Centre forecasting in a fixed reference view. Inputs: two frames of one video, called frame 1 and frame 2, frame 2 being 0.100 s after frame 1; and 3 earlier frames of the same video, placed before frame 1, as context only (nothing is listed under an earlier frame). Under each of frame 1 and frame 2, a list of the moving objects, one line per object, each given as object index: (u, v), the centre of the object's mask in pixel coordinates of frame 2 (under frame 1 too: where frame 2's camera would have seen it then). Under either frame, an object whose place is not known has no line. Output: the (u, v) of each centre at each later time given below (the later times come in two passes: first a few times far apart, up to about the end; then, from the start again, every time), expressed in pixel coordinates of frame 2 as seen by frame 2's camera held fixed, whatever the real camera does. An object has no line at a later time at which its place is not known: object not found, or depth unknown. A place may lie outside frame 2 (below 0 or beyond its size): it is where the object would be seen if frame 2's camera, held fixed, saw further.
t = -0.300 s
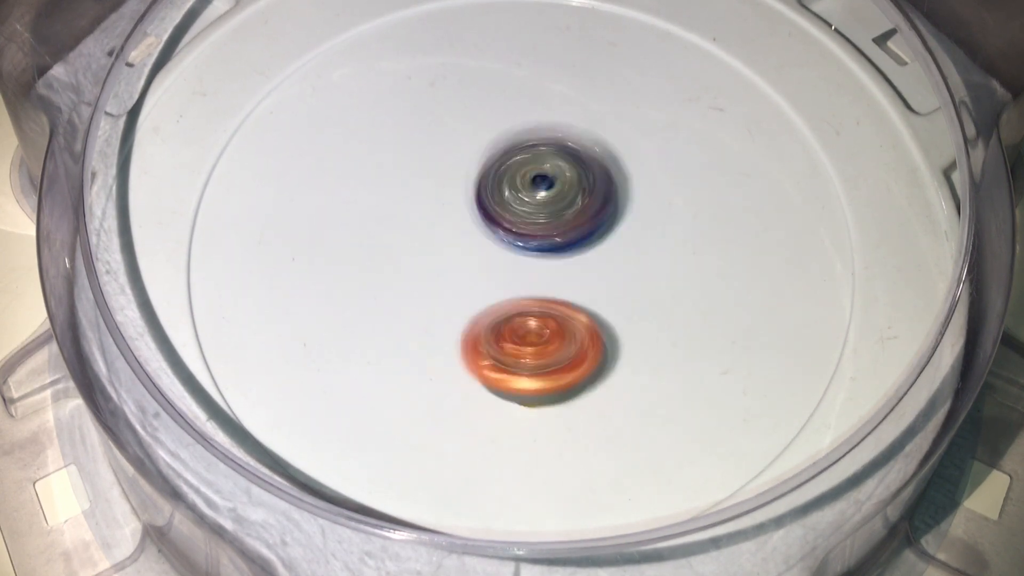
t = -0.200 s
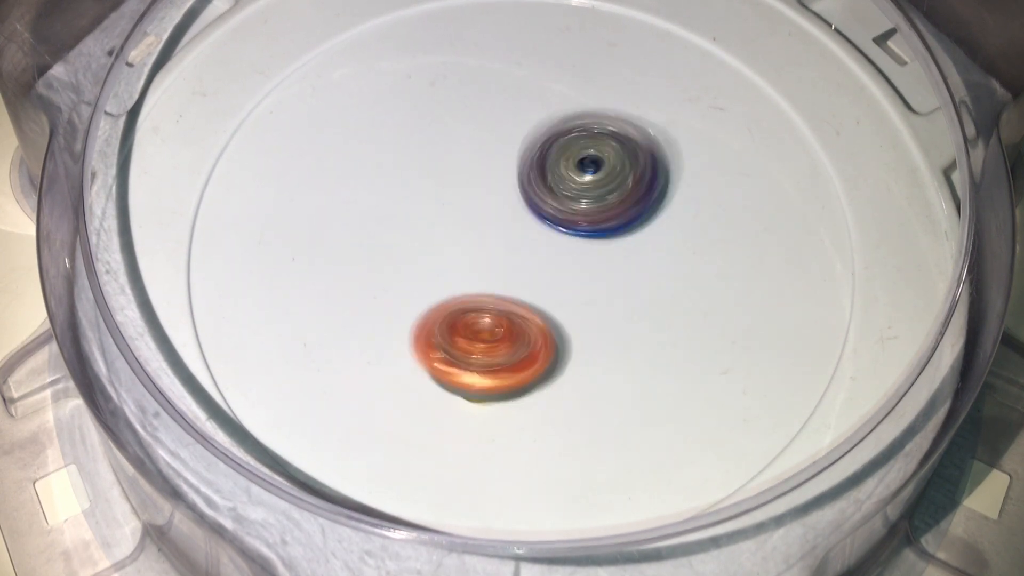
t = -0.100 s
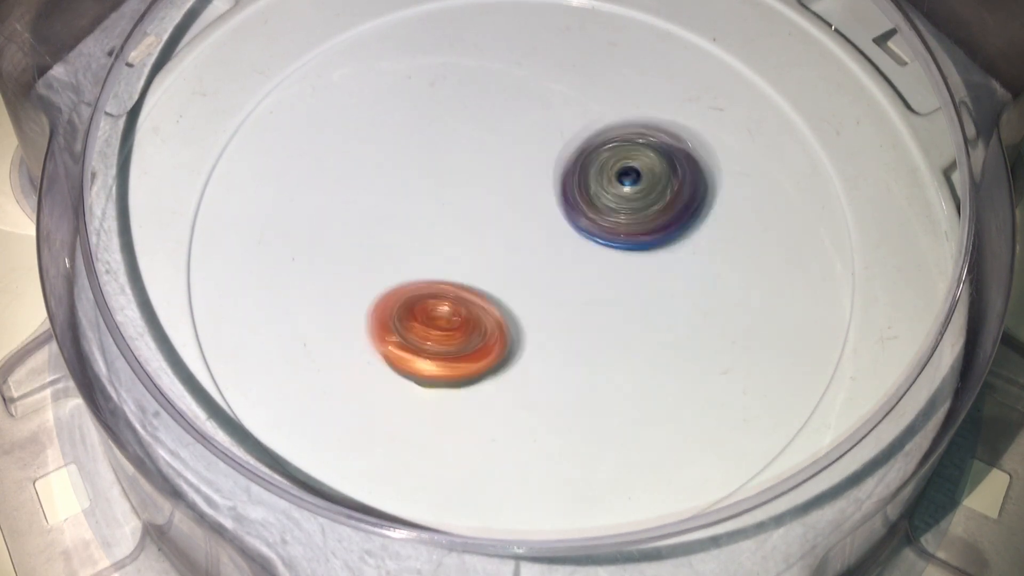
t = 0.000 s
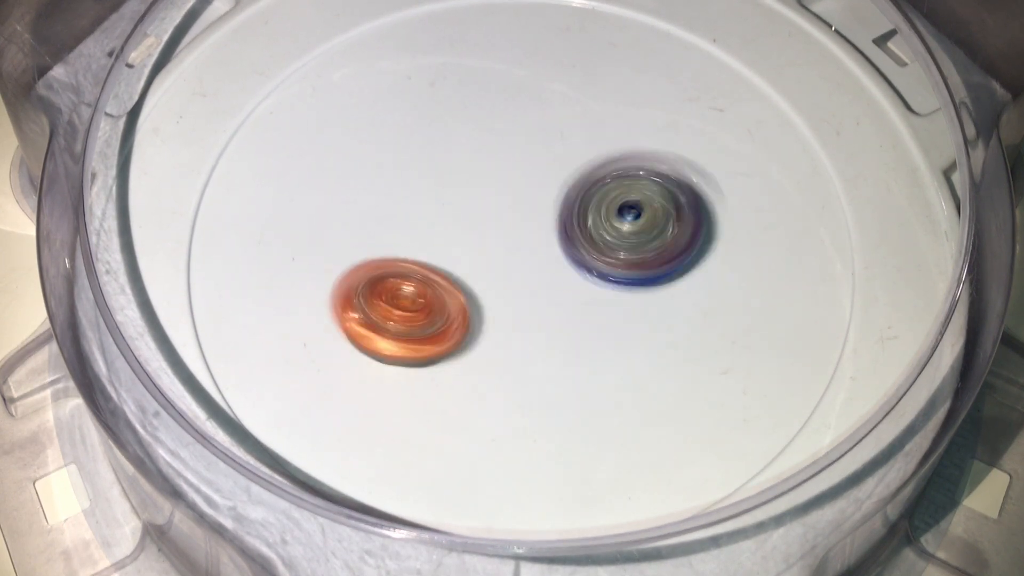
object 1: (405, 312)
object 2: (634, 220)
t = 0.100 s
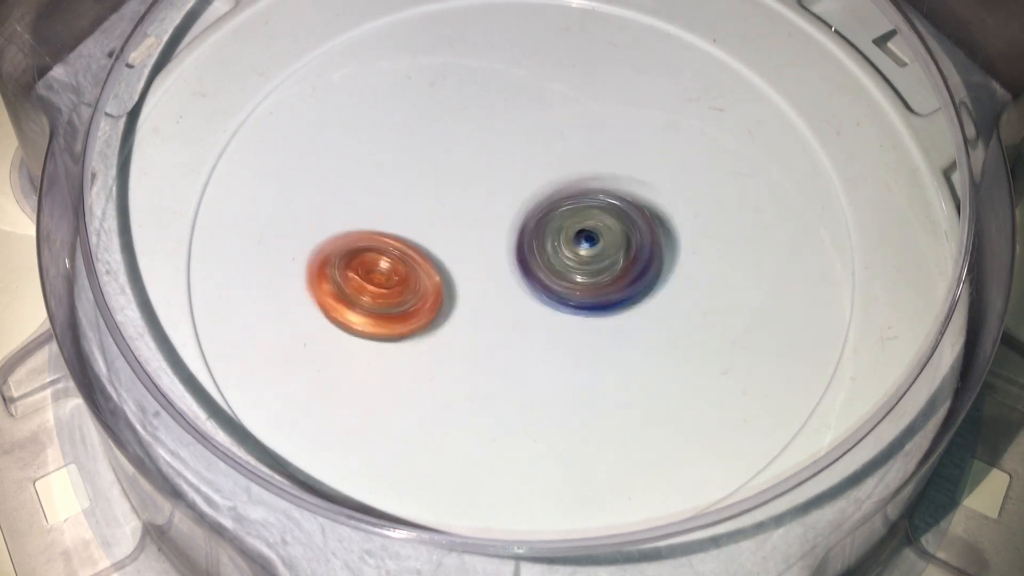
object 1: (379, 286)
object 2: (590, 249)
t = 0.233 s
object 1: (363, 247)
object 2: (514, 247)
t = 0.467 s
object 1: (339, 188)
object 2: (545, 215)
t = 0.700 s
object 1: (424, 154)
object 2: (571, 231)
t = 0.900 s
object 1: (526, 138)
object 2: (547, 255)
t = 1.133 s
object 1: (634, 150)
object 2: (483, 244)
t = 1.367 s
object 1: (684, 197)
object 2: (501, 200)
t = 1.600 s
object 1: (691, 267)
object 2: (520, 207)
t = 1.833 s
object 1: (620, 306)
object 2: (474, 190)
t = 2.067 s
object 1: (491, 316)
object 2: (495, 199)
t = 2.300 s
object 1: (382, 285)
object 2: (554, 209)
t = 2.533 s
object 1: (370, 225)
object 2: (528, 266)
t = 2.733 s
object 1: (403, 161)
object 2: (507, 279)
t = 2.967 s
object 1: (494, 125)
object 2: (517, 271)
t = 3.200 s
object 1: (595, 136)
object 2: (538, 239)
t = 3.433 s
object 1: (666, 196)
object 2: (528, 242)
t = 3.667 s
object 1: (653, 278)
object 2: (513, 229)
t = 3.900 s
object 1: (557, 339)
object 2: (505, 211)
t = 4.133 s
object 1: (441, 326)
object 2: (521, 212)
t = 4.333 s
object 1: (392, 269)
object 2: (530, 236)
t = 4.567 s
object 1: (410, 195)
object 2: (529, 258)
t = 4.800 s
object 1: (496, 145)
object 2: (520, 259)
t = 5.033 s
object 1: (593, 147)
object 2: (514, 247)
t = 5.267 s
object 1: (649, 199)
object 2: (508, 233)
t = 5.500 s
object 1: (625, 280)
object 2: (497, 219)
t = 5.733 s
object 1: (533, 333)
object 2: (488, 176)
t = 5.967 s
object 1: (431, 303)
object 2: (526, 204)
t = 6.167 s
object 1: (401, 240)
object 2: (554, 255)
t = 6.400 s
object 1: (450, 171)
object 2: (534, 289)
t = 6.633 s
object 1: (551, 147)
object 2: (495, 255)
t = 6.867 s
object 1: (630, 197)
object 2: (470, 244)
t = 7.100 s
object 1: (622, 282)
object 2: (498, 224)
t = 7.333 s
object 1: (531, 329)
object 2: (535, 201)
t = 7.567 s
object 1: (439, 285)
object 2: (553, 217)
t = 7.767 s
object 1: (423, 211)
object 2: (568, 239)
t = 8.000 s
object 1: (495, 153)
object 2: (554, 259)
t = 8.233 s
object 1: (590, 164)
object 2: (499, 260)
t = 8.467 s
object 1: (625, 234)
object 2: (477, 236)
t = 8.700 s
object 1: (566, 307)
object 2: (486, 203)
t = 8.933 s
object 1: (465, 300)
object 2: (513, 182)
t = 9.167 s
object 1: (426, 232)
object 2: (563, 204)
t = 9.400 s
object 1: (483, 173)
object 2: (586, 257)
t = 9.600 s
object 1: (562, 172)
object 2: (535, 282)
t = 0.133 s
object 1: (371, 276)
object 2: (571, 250)
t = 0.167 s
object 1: (370, 267)
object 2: (551, 251)
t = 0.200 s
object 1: (367, 257)
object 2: (532, 250)
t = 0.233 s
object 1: (363, 247)
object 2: (514, 247)
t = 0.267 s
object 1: (359, 238)
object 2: (502, 240)
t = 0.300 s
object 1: (339, 227)
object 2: (508, 235)
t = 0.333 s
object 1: (327, 218)
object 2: (514, 228)
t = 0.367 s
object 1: (326, 209)
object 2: (522, 223)
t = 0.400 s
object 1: (325, 200)
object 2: (531, 219)
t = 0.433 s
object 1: (330, 195)
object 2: (537, 219)
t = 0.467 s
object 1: (339, 188)
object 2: (545, 215)
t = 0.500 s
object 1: (345, 181)
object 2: (553, 215)
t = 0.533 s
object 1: (354, 177)
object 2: (558, 218)
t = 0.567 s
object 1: (366, 171)
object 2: (563, 218)
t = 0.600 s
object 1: (380, 167)
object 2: (568, 222)
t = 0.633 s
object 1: (393, 162)
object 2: (570, 226)
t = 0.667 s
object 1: (408, 158)
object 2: (572, 227)
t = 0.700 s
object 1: (424, 154)
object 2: (571, 231)
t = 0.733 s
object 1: (438, 151)
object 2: (570, 235)
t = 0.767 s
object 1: (456, 148)
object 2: (568, 239)
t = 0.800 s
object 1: (474, 145)
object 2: (563, 242)
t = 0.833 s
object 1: (490, 143)
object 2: (558, 244)
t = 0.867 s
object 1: (507, 140)
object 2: (553, 250)
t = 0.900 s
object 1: (526, 138)
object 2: (547, 255)
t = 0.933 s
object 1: (542, 137)
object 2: (537, 258)
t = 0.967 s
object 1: (558, 139)
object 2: (528, 260)
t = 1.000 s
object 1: (576, 140)
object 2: (518, 261)
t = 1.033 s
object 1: (593, 142)
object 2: (506, 259)
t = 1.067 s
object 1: (608, 144)
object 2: (499, 256)
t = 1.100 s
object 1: (621, 147)
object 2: (491, 250)
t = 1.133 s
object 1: (634, 150)
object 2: (483, 244)
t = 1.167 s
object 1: (647, 155)
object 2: (482, 237)
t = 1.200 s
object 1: (656, 161)
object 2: (481, 228)
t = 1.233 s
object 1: (664, 167)
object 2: (480, 222)
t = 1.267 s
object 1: (671, 173)
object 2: (485, 215)
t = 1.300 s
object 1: (677, 181)
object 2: (489, 209)
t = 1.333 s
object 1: (680, 188)
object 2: (494, 204)
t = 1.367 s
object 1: (684, 197)
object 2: (501, 200)
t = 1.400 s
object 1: (684, 206)
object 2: (509, 199)
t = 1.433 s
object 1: (684, 214)
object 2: (516, 198)
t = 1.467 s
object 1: (681, 224)
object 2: (527, 199)
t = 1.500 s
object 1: (679, 233)
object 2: (534, 202)
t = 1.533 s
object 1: (680, 243)
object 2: (538, 205)
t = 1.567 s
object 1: (691, 255)
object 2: (529, 207)
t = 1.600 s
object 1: (691, 267)
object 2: (520, 207)
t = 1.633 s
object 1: (686, 275)
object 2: (510, 205)
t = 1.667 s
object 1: (680, 282)
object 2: (502, 204)
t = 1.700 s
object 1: (671, 288)
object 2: (493, 201)
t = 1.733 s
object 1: (661, 292)
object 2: (486, 200)
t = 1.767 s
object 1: (648, 297)
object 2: (481, 195)
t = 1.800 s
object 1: (633, 301)
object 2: (475, 195)
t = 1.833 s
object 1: (620, 306)
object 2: (474, 190)
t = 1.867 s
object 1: (604, 310)
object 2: (472, 190)
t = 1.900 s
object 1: (586, 314)
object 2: (474, 188)
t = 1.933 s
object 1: (568, 315)
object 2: (475, 188)
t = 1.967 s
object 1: (549, 316)
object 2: (481, 187)
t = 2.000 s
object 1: (530, 316)
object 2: (483, 189)
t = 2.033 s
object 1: (510, 316)
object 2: (489, 191)
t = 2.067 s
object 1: (491, 316)
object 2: (495, 199)
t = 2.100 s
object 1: (469, 320)
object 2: (503, 193)
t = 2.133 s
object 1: (450, 318)
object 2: (511, 193)
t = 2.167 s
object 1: (433, 314)
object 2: (521, 191)
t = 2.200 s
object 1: (417, 308)
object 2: (531, 194)
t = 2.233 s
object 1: (402, 301)
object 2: (540, 197)
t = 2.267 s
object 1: (391, 294)
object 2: (547, 205)
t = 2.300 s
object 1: (382, 285)
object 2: (554, 209)
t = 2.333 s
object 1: (375, 276)
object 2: (556, 220)
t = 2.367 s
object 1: (369, 267)
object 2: (558, 228)
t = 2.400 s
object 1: (365, 258)
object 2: (556, 240)
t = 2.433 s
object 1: (364, 249)
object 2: (553, 246)
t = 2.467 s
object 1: (365, 241)
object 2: (546, 256)
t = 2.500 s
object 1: (366, 233)
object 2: (538, 261)
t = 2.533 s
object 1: (370, 225)
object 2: (528, 266)
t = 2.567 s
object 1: (378, 217)
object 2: (521, 266)
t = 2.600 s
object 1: (383, 208)
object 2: (510, 269)
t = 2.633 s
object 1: (383, 195)
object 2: (504, 268)
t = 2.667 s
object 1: (386, 181)
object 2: (506, 274)
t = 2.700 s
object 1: (393, 170)
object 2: (507, 276)
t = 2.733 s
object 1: (403, 161)
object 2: (507, 279)
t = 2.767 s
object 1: (413, 153)
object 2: (508, 280)
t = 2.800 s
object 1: (424, 146)
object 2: (508, 279)
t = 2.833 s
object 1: (436, 140)
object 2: (509, 279)
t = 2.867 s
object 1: (450, 135)
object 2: (511, 277)
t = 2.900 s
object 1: (464, 130)
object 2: (513, 276)
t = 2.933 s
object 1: (479, 127)
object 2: (515, 271)
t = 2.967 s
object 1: (494, 125)
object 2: (517, 271)
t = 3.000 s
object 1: (509, 124)
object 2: (519, 265)
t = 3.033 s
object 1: (522, 123)
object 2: (522, 260)
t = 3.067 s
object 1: (537, 124)
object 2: (524, 257)
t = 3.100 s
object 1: (551, 126)
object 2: (529, 250)
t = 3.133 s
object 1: (565, 129)
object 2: (532, 245)
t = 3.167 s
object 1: (579, 132)
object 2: (537, 241)
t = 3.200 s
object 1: (595, 136)
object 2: (538, 239)
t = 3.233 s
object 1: (611, 140)
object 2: (538, 241)
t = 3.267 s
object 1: (623, 148)
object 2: (538, 240)
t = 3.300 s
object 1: (635, 155)
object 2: (537, 243)
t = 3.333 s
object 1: (646, 165)
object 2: (535, 241)
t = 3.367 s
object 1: (654, 175)
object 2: (533, 243)
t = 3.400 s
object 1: (661, 185)
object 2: (532, 241)
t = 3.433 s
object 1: (666, 196)
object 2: (528, 242)
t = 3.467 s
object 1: (669, 207)
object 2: (528, 240)
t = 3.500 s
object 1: (670, 218)
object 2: (527, 239)
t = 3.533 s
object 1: (670, 230)
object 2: (524, 240)
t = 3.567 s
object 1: (667, 242)
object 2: (524, 235)
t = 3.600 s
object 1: (664, 254)
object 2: (522, 235)
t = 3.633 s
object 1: (660, 266)
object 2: (516, 234)
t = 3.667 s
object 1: (653, 278)
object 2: (513, 229)
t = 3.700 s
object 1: (645, 289)
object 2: (511, 228)
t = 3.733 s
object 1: (635, 299)
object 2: (507, 223)
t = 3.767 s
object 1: (619, 310)
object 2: (506, 220)
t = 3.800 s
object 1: (607, 319)
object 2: (503, 219)
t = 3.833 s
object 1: (591, 328)
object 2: (504, 214)
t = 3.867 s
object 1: (574, 334)
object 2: (504, 213)
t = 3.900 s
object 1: (557, 339)
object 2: (505, 211)
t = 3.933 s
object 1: (539, 343)
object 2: (508, 208)
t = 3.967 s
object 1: (521, 344)
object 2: (508, 210)
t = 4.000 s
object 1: (504, 344)
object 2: (510, 207)
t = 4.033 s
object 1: (487, 342)
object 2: (515, 208)
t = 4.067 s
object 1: (470, 338)
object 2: (516, 210)
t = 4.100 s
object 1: (455, 333)
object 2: (520, 210)
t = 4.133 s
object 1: (441, 326)
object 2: (521, 212)
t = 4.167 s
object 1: (428, 319)
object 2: (525, 216)
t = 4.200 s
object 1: (417, 310)
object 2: (527, 217)
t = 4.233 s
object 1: (407, 300)
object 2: (528, 223)
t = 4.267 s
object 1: (400, 290)
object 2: (529, 226)
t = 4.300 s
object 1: (394, 280)
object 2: (531, 231)
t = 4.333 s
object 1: (392, 269)
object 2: (530, 236)
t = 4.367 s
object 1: (389, 258)
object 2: (529, 239)
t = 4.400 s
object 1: (388, 247)
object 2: (528, 243)
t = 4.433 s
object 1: (389, 236)
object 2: (529, 249)
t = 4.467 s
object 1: (389, 226)
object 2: (529, 250)
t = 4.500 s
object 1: (395, 215)
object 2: (530, 253)
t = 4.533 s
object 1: (402, 206)
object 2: (530, 258)
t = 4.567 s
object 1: (410, 195)
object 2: (529, 258)
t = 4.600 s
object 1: (419, 185)
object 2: (529, 260)
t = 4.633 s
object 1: (430, 176)
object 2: (528, 264)
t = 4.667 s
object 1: (441, 167)
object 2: (527, 261)
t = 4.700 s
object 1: (454, 160)
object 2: (525, 263)
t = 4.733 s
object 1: (467, 153)
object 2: (523, 262)
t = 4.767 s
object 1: (481, 147)
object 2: (520, 259)
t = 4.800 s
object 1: (496, 145)
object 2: (520, 259)
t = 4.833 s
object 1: (511, 141)
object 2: (518, 257)
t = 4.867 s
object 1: (526, 139)
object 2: (517, 255)
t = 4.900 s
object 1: (541, 138)
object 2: (515, 255)
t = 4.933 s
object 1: (554, 139)
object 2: (514, 253)
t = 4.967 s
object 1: (569, 141)
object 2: (514, 252)
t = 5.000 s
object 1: (582, 144)
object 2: (514, 249)
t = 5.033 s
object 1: (593, 147)
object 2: (514, 247)
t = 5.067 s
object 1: (605, 152)
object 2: (513, 245)
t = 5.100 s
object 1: (615, 159)
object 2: (515, 240)
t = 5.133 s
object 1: (624, 167)
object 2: (517, 239)
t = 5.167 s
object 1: (633, 174)
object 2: (516, 238)
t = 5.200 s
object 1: (640, 180)
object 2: (514, 234)
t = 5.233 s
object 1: (646, 189)
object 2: (513, 232)
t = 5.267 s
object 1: (649, 199)
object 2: (508, 233)
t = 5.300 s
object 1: (651, 209)
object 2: (505, 232)
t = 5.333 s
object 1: (651, 220)
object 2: (504, 229)
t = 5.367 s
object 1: (650, 231)
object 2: (502, 227)
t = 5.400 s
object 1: (646, 242)
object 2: (500, 226)
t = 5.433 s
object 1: (640, 254)
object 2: (499, 225)
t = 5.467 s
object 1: (631, 266)
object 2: (500, 221)
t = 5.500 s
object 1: (625, 280)
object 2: (497, 219)
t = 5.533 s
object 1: (619, 294)
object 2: (490, 213)
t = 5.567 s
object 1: (607, 304)
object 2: (485, 203)
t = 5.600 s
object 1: (597, 312)
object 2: (481, 197)
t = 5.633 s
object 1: (582, 320)
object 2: (479, 191)
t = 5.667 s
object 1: (566, 326)
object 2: (479, 184)
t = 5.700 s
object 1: (549, 331)
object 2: (485, 178)
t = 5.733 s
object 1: (533, 333)
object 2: (488, 176)
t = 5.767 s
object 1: (517, 334)
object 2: (493, 178)
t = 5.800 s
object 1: (500, 332)
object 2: (504, 176)
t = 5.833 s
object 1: (484, 330)
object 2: (505, 179)
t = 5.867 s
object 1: (468, 325)
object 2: (509, 184)
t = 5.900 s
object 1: (456, 319)
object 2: (517, 192)
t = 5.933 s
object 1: (444, 312)
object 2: (524, 196)
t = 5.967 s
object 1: (431, 303)
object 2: (526, 204)
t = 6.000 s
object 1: (424, 294)
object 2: (526, 214)
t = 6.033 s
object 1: (414, 284)
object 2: (529, 224)
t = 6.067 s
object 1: (406, 274)
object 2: (536, 230)
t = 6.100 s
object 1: (402, 263)
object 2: (543, 236)
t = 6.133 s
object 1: (400, 252)
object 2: (548, 246)
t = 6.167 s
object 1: (401, 240)
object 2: (554, 255)
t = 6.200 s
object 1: (403, 229)
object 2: (560, 261)
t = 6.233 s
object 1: (405, 217)
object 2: (558, 267)
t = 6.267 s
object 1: (413, 207)
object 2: (555, 276)
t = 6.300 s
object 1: (419, 197)
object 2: (550, 284)
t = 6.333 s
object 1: (428, 188)
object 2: (544, 286)
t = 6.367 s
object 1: (439, 180)
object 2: (538, 287)
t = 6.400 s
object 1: (450, 171)
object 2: (534, 289)
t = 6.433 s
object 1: (462, 165)
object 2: (527, 288)
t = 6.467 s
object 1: (475, 160)
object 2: (518, 283)
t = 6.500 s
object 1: (490, 156)
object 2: (514, 278)
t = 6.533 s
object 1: (503, 153)
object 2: (508, 274)
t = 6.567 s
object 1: (519, 151)
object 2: (506, 265)
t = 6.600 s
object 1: (535, 148)
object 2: (501, 257)
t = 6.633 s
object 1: (551, 147)
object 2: (495, 255)
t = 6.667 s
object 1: (567, 147)
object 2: (491, 255)
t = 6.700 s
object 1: (579, 151)
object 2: (484, 255)
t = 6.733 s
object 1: (595, 160)
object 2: (479, 255)
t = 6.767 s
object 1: (606, 166)
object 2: (473, 253)
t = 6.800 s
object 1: (615, 176)
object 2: (469, 249)
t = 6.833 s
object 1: (625, 185)
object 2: (471, 245)
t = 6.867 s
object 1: (630, 197)
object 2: (470, 244)
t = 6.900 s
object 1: (636, 209)
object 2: (470, 241)
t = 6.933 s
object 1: (639, 220)
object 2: (471, 238)
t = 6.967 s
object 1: (639, 233)
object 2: (474, 234)
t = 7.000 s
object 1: (638, 245)
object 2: (480, 229)
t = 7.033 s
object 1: (633, 259)
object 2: (484, 227)
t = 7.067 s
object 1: (628, 271)
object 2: (490, 225)
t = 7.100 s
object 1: (622, 282)
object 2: (498, 224)
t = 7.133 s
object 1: (614, 295)
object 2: (508, 220)
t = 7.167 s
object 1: (606, 305)
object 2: (511, 216)
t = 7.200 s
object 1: (592, 315)
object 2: (513, 211)
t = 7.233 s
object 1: (581, 321)
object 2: (516, 209)
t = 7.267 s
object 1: (564, 326)
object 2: (519, 206)
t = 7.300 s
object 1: (548, 328)
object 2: (527, 204)
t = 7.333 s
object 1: (531, 329)
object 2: (535, 201)
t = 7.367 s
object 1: (516, 328)
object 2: (538, 201)
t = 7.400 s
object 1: (500, 325)
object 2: (541, 203)
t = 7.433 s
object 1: (486, 320)
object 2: (545, 205)
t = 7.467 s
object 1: (471, 313)
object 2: (550, 210)
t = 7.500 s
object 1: (460, 305)
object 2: (554, 213)
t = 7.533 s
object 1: (447, 295)
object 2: (553, 215)
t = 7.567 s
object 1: (439, 285)
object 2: (553, 217)
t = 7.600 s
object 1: (430, 273)
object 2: (552, 223)
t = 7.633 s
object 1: (425, 262)
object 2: (550, 227)
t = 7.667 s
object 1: (420, 249)
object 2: (552, 232)
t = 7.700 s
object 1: (418, 236)
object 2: (559, 235)
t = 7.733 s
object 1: (421, 224)
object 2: (565, 236)
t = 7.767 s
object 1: (423, 211)
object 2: (568, 239)
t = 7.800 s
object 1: (430, 200)
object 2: (569, 243)
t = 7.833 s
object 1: (437, 190)
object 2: (568, 247)
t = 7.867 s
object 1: (447, 180)
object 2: (568, 252)
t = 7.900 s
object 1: (456, 171)
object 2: (566, 256)
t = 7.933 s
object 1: (470, 165)
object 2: (563, 257)
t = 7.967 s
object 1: (481, 158)
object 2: (559, 257)
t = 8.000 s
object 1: (495, 153)
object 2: (554, 259)
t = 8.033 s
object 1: (508, 152)
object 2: (549, 263)
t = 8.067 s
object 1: (524, 149)
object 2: (542, 262)
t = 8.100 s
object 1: (537, 148)
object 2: (536, 262)
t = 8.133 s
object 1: (551, 148)
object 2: (527, 263)
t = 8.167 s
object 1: (566, 152)
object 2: (517, 264)
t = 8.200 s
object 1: (578, 156)
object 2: (509, 263)
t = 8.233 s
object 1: (590, 164)
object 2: (499, 260)
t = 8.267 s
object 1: (599, 171)
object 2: (497, 258)
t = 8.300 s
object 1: (610, 181)
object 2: (492, 253)
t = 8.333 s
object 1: (616, 189)
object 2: (489, 249)
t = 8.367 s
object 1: (619, 199)
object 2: (484, 247)
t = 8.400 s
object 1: (623, 212)
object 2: (481, 243)
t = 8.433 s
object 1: (626, 222)
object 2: (478, 241)
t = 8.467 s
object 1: (625, 234)
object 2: (477, 236)
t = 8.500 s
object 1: (622, 246)
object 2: (477, 233)
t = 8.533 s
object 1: (616, 259)
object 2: (478, 229)
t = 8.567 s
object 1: (610, 270)
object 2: (482, 223)
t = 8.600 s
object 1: (602, 280)
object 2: (482, 219)
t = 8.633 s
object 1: (589, 291)
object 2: (484, 214)
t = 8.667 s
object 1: (580, 298)
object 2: (483, 211)
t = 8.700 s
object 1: (566, 307)
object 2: (486, 203)
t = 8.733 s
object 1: (552, 312)
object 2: (487, 197)
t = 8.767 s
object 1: (538, 314)
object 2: (490, 191)
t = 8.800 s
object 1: (521, 316)
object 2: (492, 188)
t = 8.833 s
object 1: (507, 314)
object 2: (497, 185)
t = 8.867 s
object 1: (490, 312)
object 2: (500, 184)
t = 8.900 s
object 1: (478, 307)
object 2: (507, 182)
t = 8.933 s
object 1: (465, 300)
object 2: (513, 182)
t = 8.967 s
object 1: (453, 292)
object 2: (521, 184)
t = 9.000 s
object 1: (446, 284)
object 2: (525, 186)
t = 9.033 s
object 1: (439, 274)
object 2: (531, 190)
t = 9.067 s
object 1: (433, 263)
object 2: (537, 194)
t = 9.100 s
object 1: (429, 255)
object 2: (542, 198)
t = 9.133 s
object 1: (426, 244)
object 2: (554, 200)
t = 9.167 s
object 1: (426, 232)
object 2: (563, 204)
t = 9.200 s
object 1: (430, 222)
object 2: (573, 211)
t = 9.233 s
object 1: (435, 212)
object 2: (578, 217)
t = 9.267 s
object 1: (442, 201)
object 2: (585, 224)
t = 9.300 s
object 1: (450, 192)
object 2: (588, 232)
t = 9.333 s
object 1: (461, 186)
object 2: (590, 241)
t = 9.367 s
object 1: (471, 178)
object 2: (590, 249)
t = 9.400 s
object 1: (483, 173)
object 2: (586, 257)
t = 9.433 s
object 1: (496, 170)
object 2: (580, 264)
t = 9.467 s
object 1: (508, 167)
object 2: (575, 270)
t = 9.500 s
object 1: (522, 167)
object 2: (566, 278)
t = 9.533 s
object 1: (538, 169)
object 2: (558, 282)
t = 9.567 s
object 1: (550, 169)
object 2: (546, 283)
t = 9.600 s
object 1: (562, 172)
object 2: (535, 282)
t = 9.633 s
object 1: (575, 178)
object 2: (523, 283)
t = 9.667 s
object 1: (587, 184)
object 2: (513, 283)
